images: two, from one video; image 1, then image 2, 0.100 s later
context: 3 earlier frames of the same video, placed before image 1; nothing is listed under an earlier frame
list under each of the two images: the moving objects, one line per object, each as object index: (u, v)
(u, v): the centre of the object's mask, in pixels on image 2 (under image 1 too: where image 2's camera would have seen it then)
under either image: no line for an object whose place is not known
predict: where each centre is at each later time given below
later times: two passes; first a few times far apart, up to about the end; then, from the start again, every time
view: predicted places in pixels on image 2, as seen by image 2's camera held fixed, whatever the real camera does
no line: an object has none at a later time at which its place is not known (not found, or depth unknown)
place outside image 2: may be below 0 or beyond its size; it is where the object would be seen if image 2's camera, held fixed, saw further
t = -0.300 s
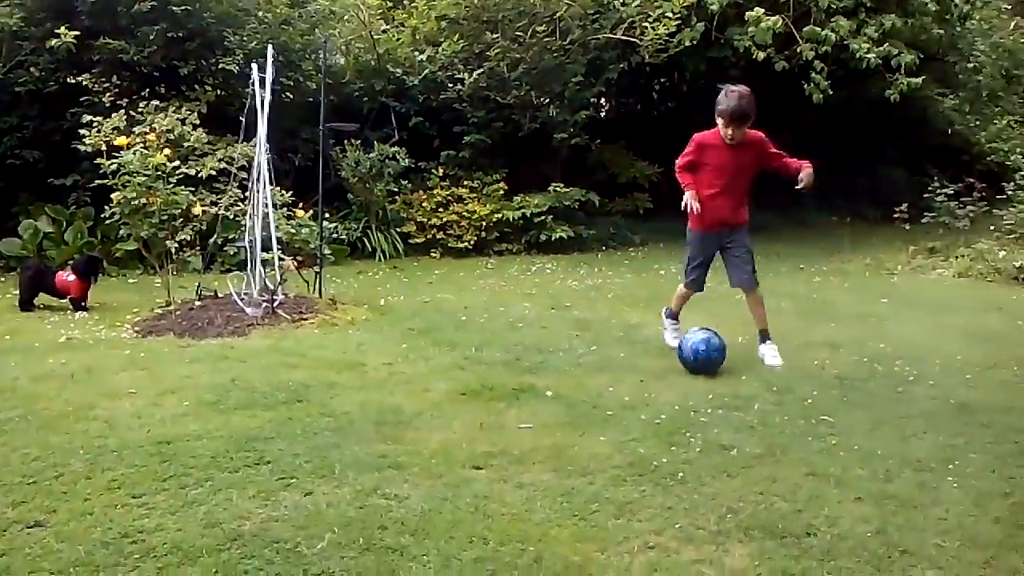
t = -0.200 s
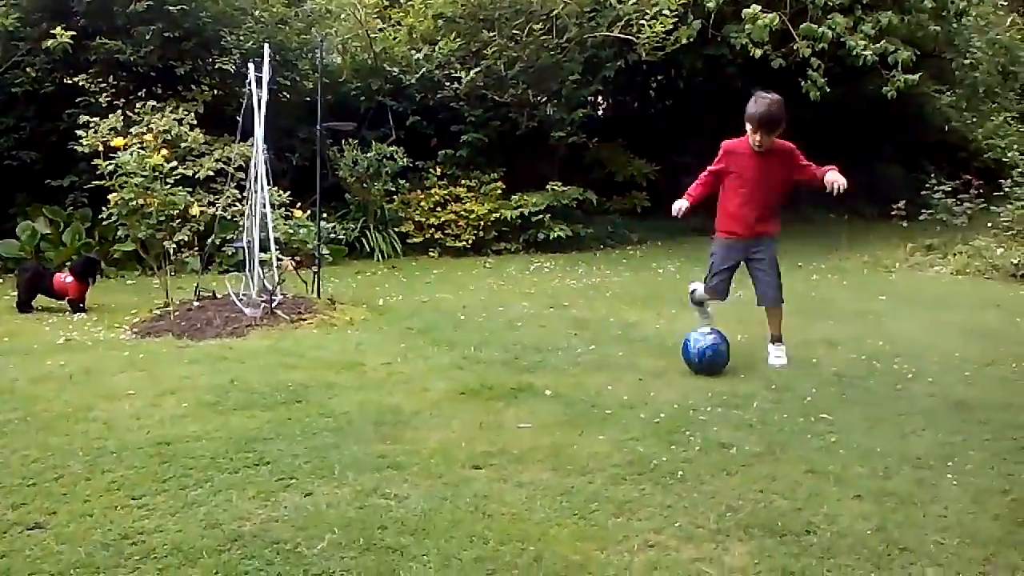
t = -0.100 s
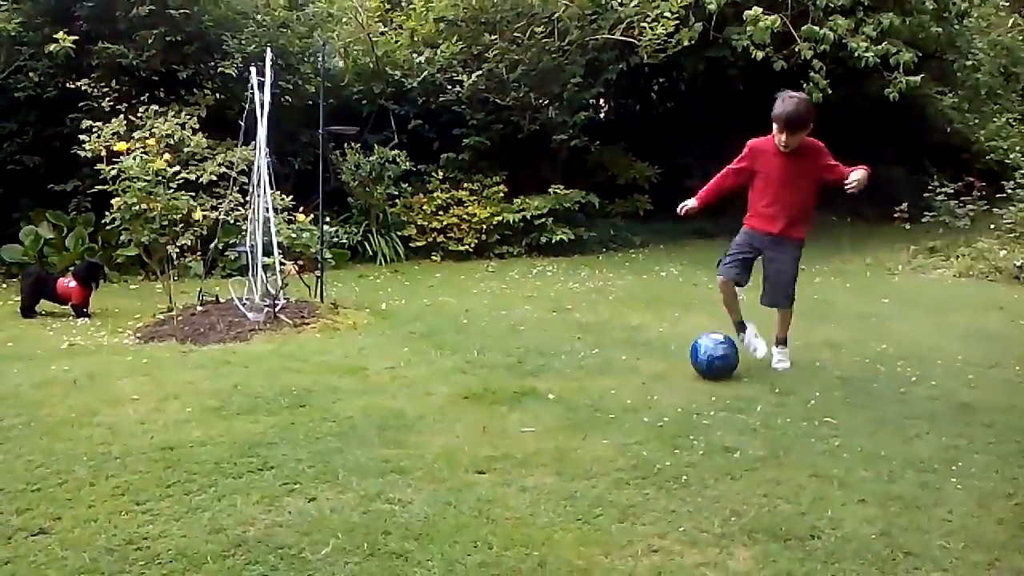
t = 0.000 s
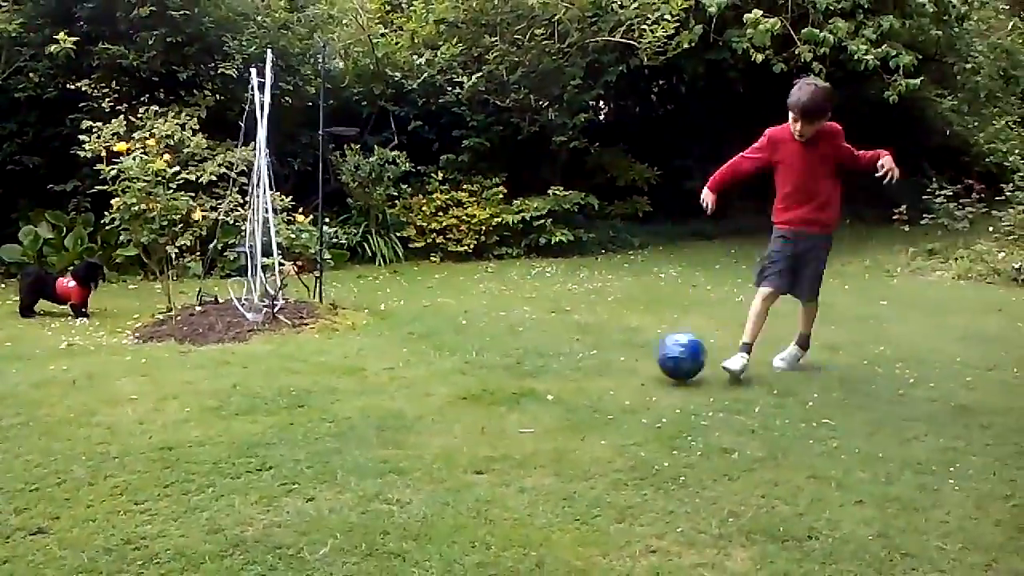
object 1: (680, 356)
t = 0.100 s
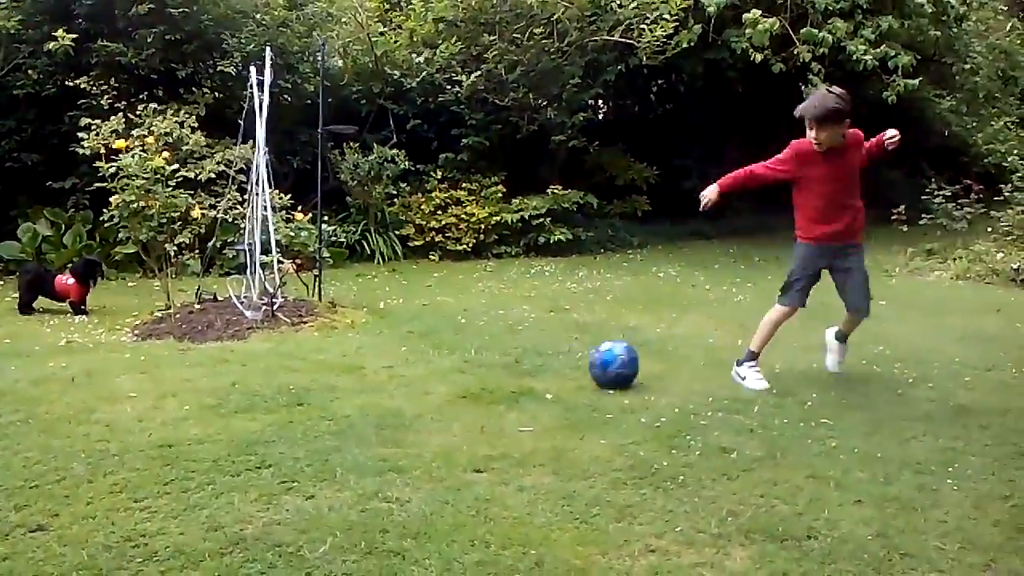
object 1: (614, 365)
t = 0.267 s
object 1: (524, 367)
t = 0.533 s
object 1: (414, 375)
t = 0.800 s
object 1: (314, 381)
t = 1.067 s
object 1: (217, 384)
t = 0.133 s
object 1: (595, 364)
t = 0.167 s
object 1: (576, 363)
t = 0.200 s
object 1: (558, 365)
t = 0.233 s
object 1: (539, 368)
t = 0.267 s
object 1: (524, 367)
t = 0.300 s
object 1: (509, 368)
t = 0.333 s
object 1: (494, 369)
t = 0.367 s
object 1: (481, 372)
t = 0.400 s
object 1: (468, 372)
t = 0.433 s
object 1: (455, 373)
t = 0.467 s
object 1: (441, 374)
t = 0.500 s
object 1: (427, 375)
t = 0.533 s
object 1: (414, 375)
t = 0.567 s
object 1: (401, 375)
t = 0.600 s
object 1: (388, 375)
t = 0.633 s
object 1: (375, 377)
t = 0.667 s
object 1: (363, 378)
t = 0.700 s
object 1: (351, 379)
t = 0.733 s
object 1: (339, 381)
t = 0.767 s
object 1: (326, 381)
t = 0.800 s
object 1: (314, 381)
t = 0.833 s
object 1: (301, 383)
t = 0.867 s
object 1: (288, 383)
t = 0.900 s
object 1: (275, 382)
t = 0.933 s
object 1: (263, 384)
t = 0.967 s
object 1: (251, 384)
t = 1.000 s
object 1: (239, 384)
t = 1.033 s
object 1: (228, 383)
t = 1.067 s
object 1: (217, 384)
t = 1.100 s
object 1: (207, 385)
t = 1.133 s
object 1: (197, 384)
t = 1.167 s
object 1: (187, 384)
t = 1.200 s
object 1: (177, 386)
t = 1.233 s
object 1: (168, 386)
